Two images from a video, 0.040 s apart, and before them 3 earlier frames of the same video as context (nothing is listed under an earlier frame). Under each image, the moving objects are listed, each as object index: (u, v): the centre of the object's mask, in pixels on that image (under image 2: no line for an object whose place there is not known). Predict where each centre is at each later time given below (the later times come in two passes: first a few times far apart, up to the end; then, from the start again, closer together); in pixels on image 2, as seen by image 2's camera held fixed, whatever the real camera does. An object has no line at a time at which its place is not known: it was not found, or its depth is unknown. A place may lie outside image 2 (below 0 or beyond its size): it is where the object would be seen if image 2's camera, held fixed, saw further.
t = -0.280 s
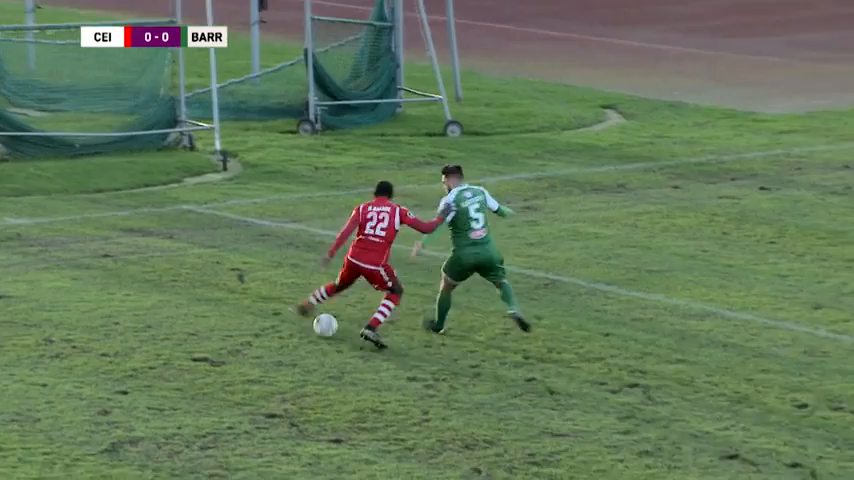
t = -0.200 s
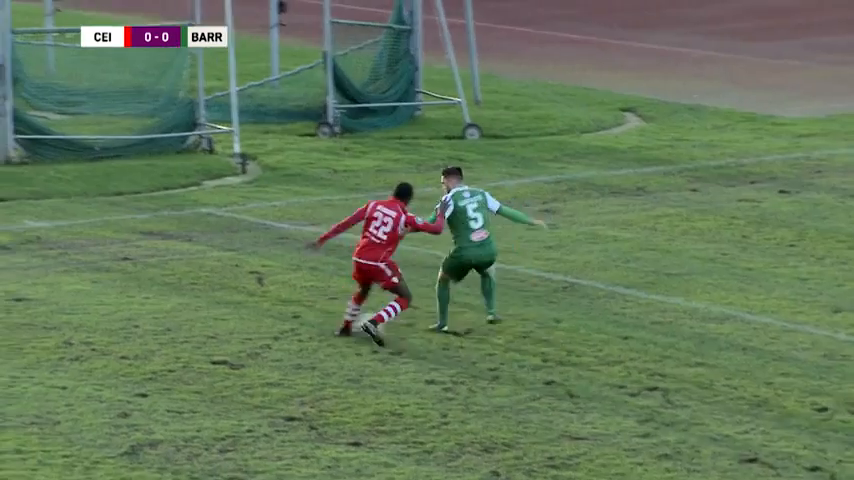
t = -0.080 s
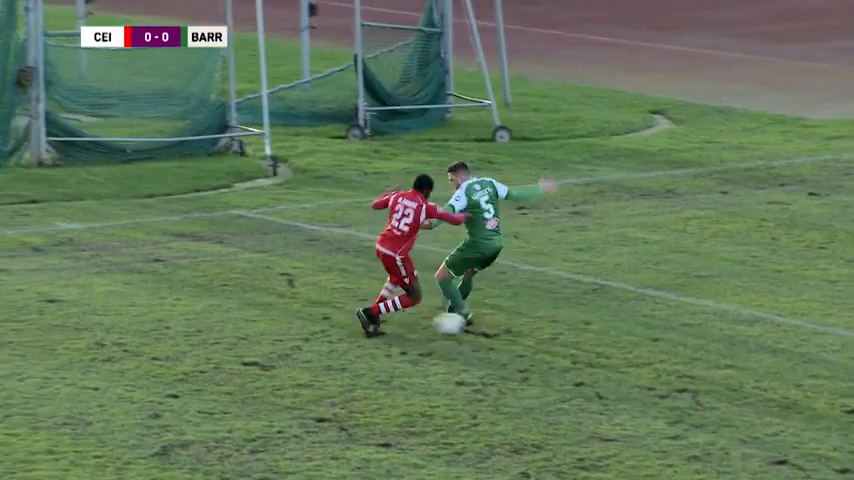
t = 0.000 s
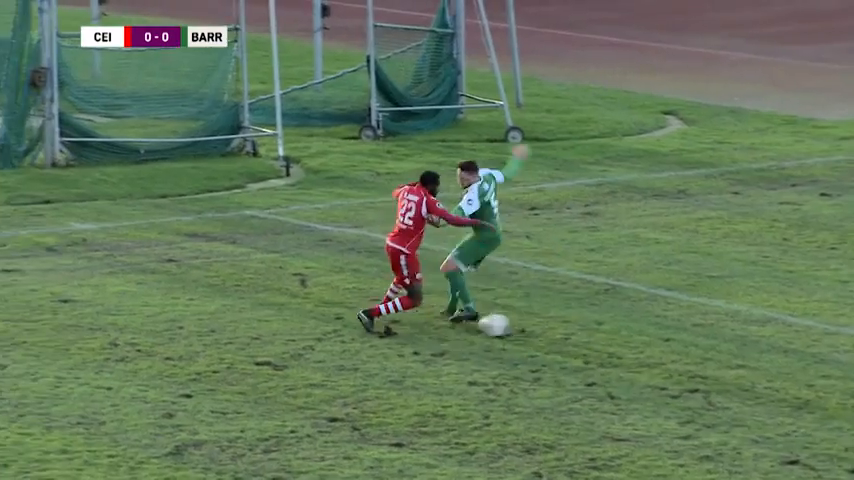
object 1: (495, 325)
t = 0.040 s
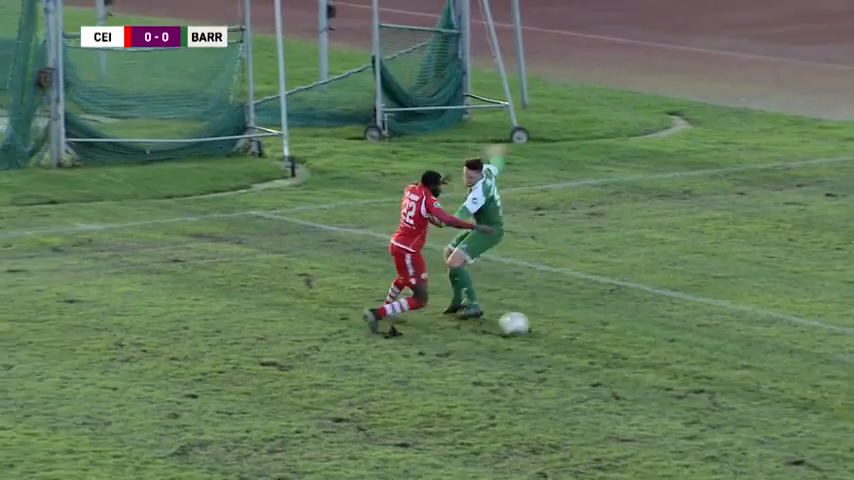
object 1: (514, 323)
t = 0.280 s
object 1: (604, 321)
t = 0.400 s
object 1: (645, 321)
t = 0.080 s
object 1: (529, 323)
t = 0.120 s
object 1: (545, 324)
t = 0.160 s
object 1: (561, 323)
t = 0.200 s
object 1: (574, 322)
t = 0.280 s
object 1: (604, 321)
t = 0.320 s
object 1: (618, 320)
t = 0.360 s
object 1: (632, 320)
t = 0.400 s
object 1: (645, 321)
